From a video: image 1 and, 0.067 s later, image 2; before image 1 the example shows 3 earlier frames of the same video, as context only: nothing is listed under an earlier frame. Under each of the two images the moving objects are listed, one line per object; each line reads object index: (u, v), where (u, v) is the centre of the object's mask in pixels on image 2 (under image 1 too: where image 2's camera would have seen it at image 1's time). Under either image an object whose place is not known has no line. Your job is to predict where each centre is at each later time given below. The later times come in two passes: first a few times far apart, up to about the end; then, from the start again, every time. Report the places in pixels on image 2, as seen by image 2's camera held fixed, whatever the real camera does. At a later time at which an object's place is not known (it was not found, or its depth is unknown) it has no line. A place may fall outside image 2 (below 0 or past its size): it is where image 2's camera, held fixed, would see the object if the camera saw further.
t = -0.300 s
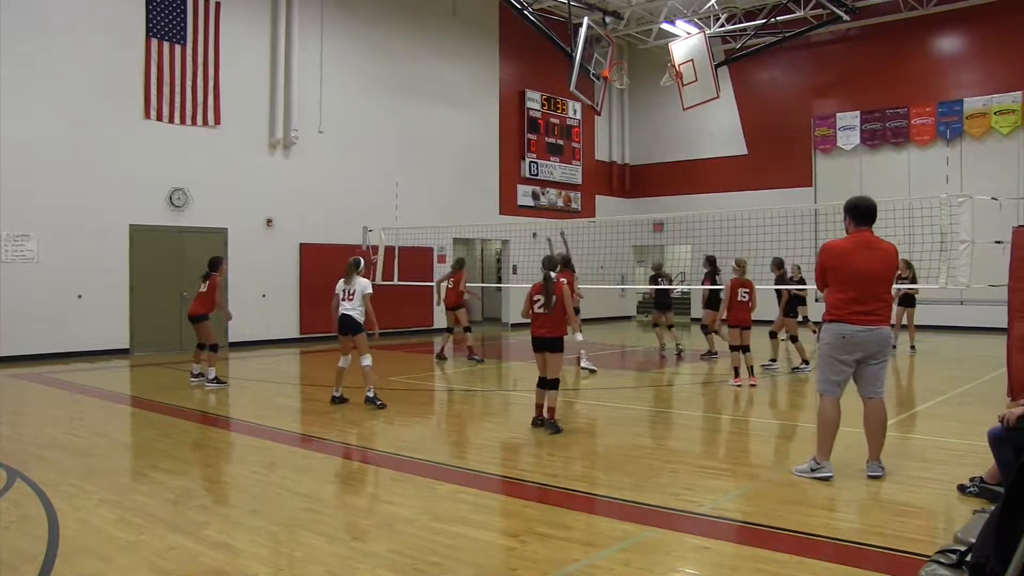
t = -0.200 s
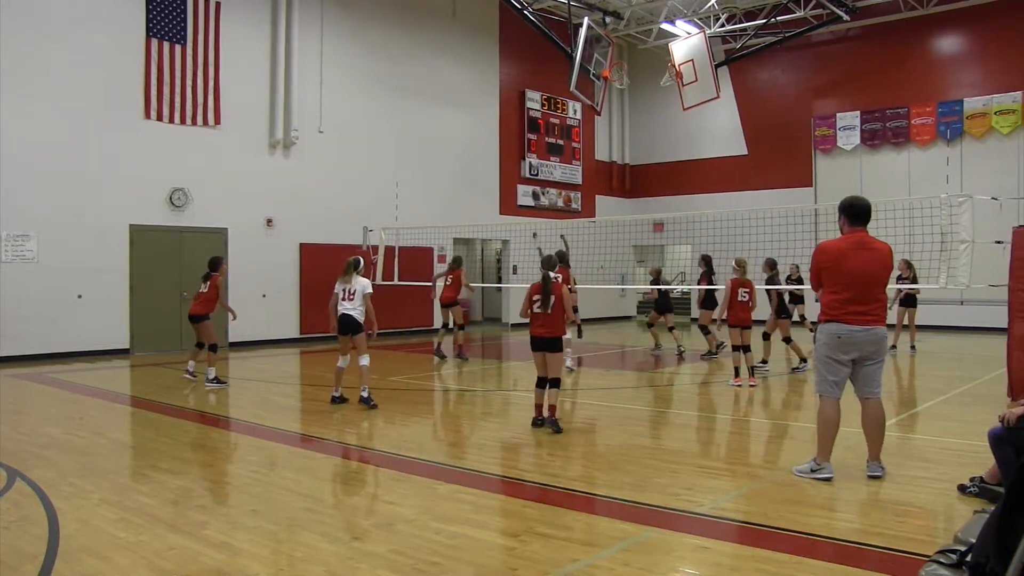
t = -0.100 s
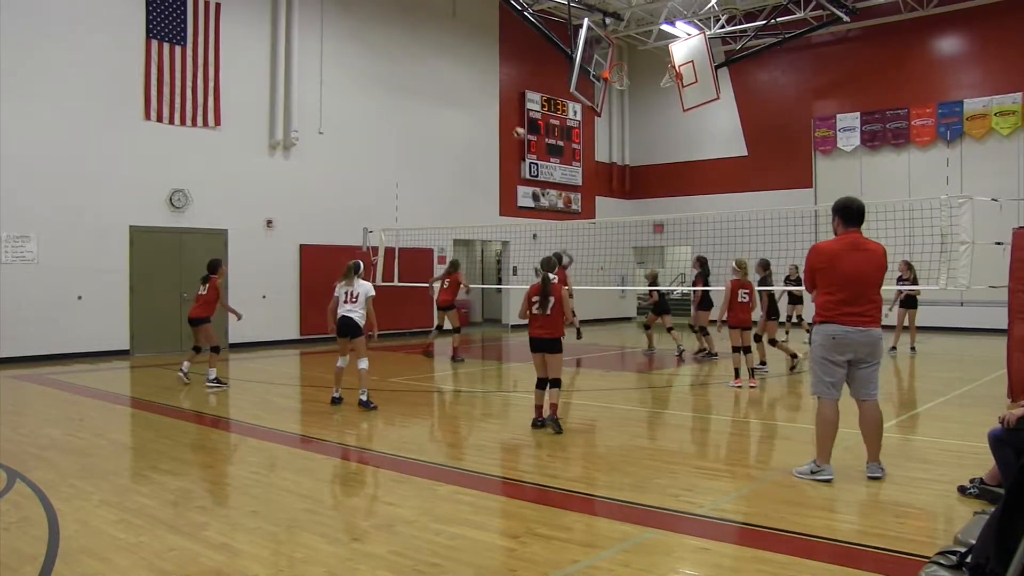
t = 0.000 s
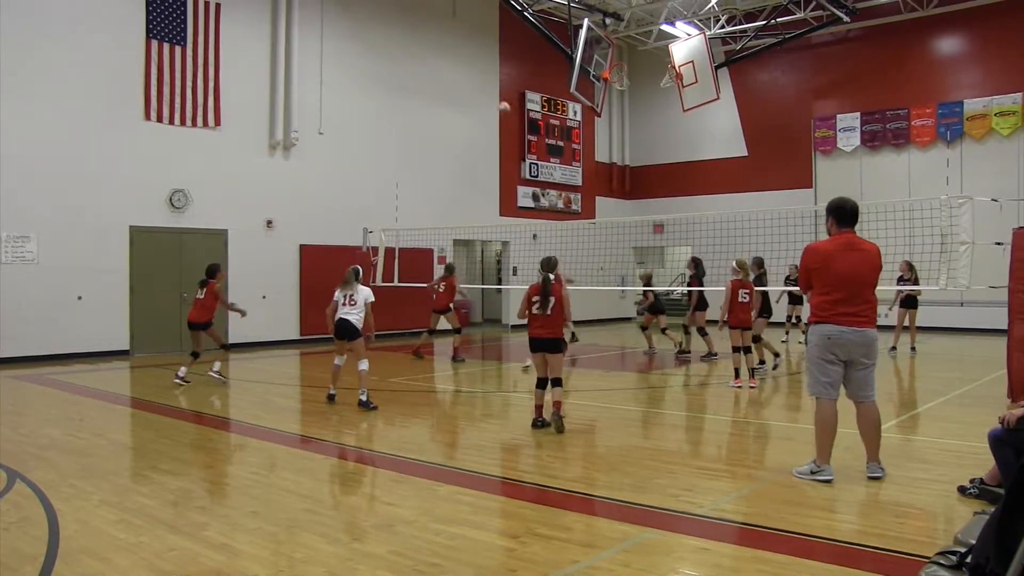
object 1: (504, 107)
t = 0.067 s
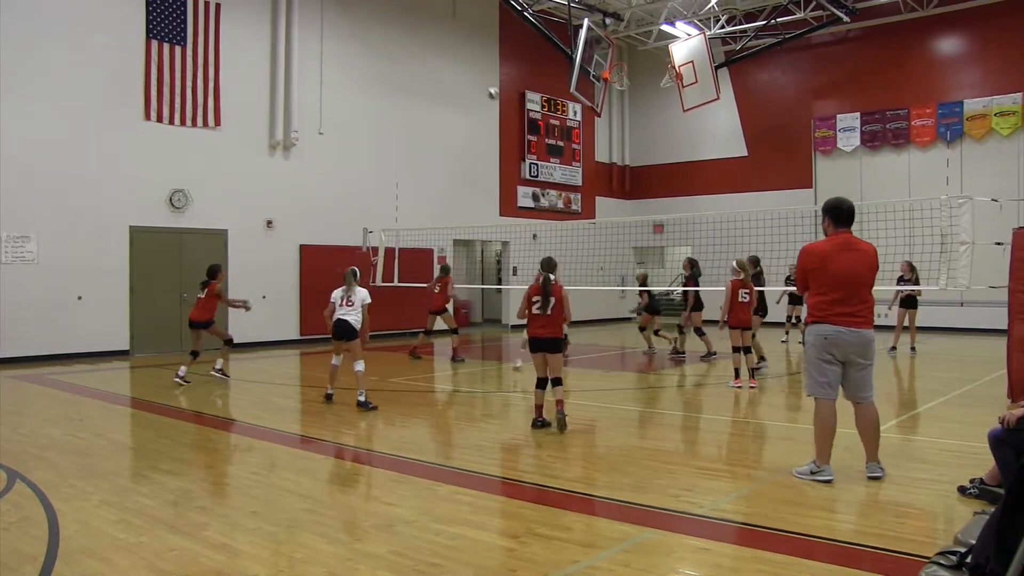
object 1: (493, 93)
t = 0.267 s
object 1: (461, 65)
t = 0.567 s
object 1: (409, 61)
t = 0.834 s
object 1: (362, 103)
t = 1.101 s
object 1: (314, 189)
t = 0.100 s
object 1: (487, 88)
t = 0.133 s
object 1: (482, 83)
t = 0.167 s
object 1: (477, 77)
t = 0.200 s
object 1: (472, 71)
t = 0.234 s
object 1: (465, 68)
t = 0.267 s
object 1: (461, 65)
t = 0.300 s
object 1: (455, 62)
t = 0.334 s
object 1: (450, 60)
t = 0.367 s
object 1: (443, 58)
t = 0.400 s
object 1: (437, 58)
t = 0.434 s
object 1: (433, 57)
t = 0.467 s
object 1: (428, 57)
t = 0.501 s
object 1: (421, 58)
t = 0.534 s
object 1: (415, 59)
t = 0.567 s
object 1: (409, 61)
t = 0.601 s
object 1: (404, 64)
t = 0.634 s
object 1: (398, 68)
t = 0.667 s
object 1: (392, 72)
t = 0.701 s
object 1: (386, 77)
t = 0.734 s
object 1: (381, 83)
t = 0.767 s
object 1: (375, 88)
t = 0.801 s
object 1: (368, 95)
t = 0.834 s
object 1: (362, 103)
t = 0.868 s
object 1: (356, 111)
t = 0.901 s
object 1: (350, 120)
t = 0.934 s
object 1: (344, 132)
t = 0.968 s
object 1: (338, 142)
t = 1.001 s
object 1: (332, 152)
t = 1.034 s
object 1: (327, 163)
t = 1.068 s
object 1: (320, 177)
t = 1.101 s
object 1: (314, 189)
